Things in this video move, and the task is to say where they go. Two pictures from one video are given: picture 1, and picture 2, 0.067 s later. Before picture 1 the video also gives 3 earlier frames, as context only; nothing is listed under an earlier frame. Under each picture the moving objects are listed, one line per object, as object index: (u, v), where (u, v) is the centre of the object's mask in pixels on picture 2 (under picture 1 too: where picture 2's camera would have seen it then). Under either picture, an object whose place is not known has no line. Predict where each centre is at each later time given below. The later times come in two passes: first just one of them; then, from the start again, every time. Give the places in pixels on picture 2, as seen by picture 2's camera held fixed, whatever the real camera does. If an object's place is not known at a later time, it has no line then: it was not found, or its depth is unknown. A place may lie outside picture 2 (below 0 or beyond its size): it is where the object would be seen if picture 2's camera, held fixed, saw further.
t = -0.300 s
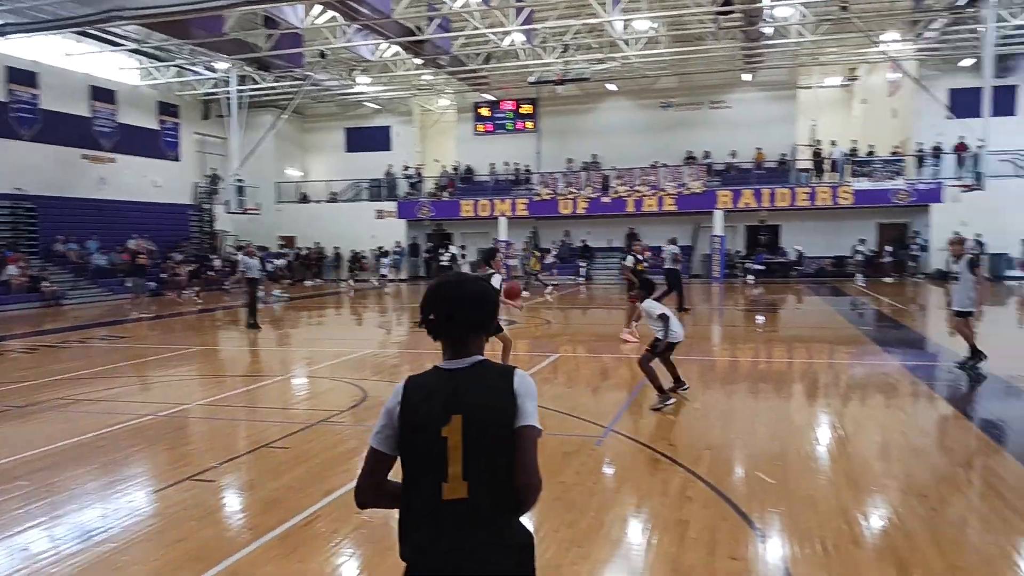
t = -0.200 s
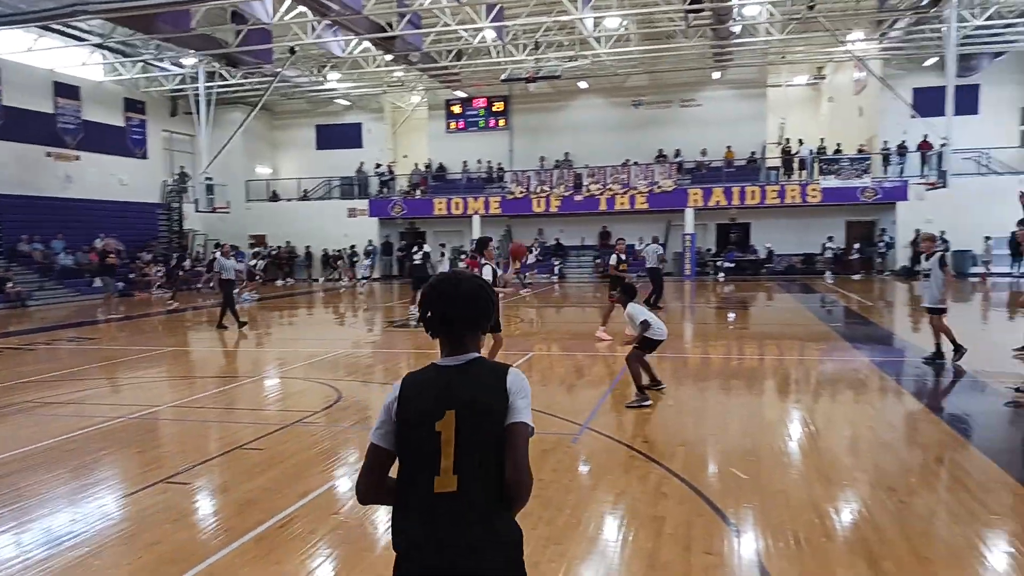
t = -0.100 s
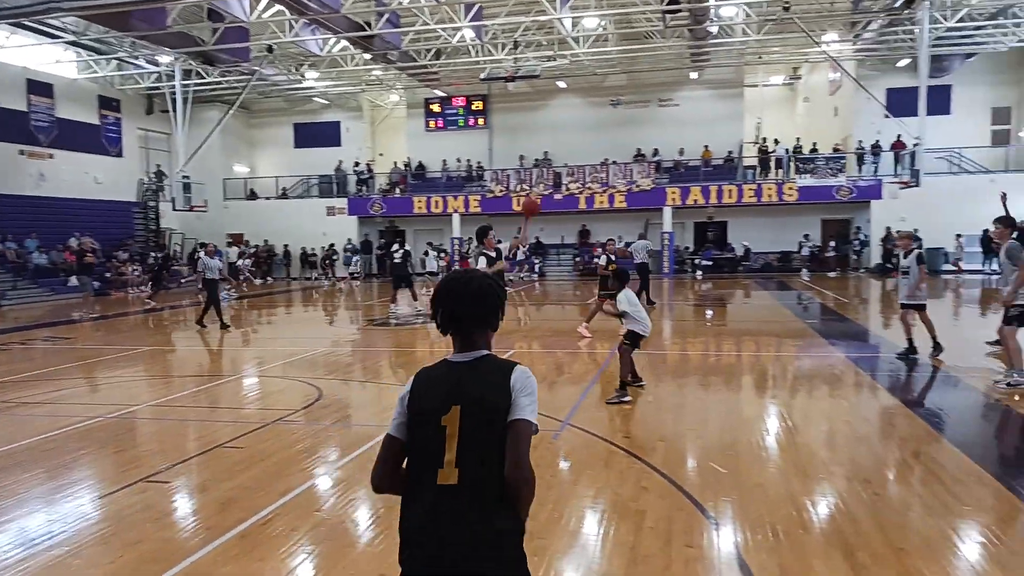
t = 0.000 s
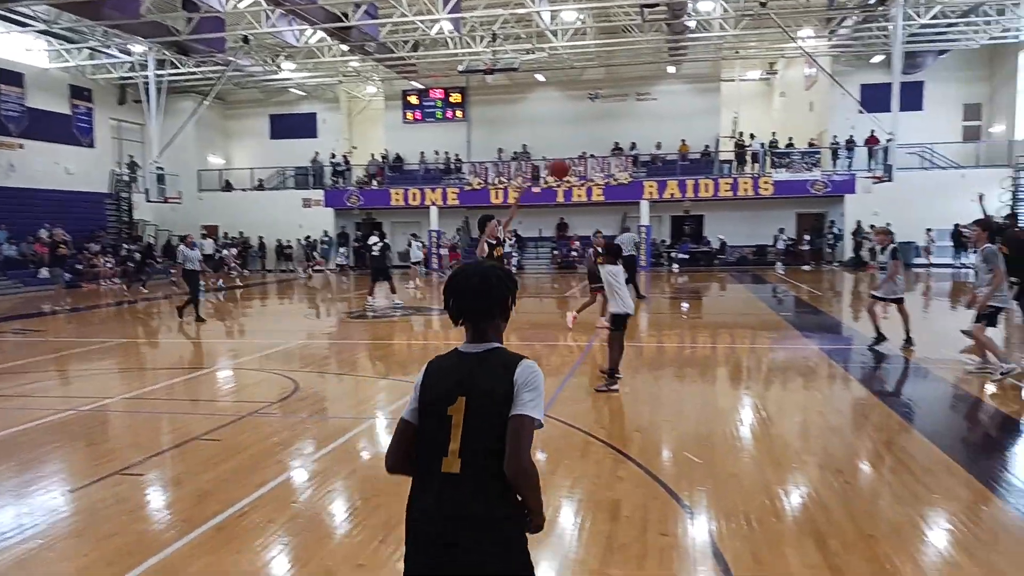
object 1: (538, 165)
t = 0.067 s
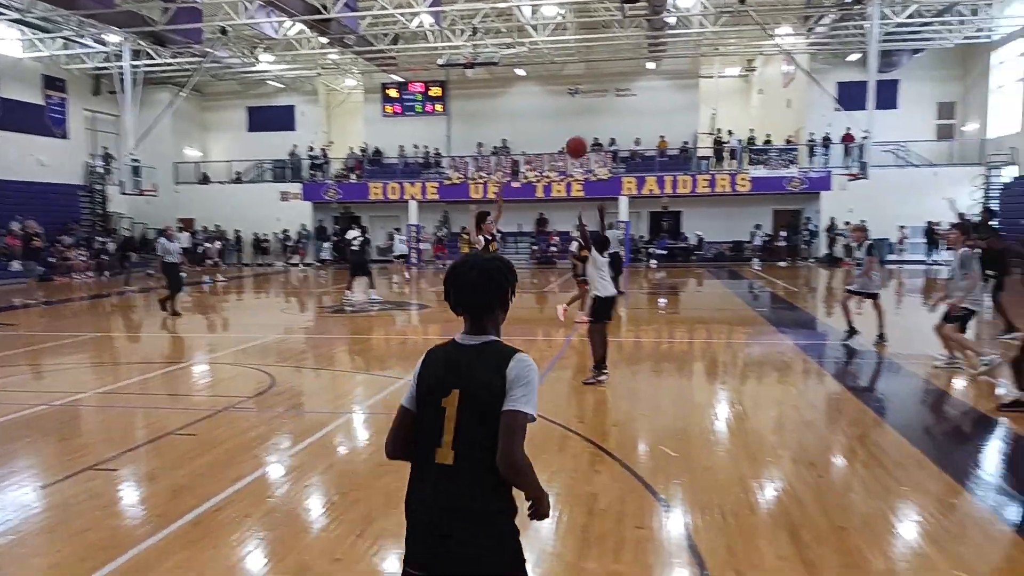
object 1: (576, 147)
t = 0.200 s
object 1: (660, 121)
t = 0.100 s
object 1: (595, 140)
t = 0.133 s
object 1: (616, 133)
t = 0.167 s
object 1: (638, 126)
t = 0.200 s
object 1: (660, 121)
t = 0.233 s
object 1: (685, 117)
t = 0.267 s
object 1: (709, 114)
